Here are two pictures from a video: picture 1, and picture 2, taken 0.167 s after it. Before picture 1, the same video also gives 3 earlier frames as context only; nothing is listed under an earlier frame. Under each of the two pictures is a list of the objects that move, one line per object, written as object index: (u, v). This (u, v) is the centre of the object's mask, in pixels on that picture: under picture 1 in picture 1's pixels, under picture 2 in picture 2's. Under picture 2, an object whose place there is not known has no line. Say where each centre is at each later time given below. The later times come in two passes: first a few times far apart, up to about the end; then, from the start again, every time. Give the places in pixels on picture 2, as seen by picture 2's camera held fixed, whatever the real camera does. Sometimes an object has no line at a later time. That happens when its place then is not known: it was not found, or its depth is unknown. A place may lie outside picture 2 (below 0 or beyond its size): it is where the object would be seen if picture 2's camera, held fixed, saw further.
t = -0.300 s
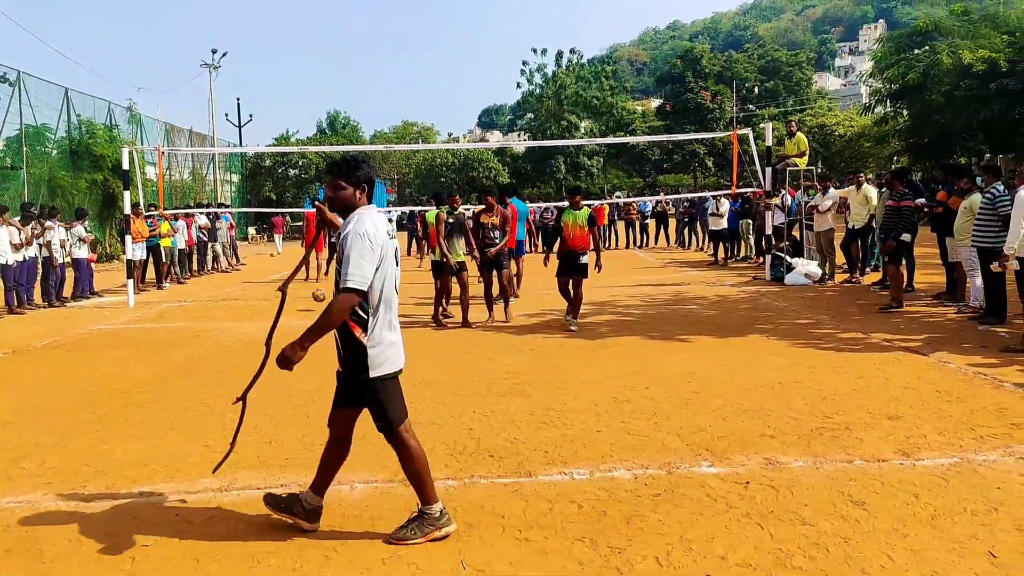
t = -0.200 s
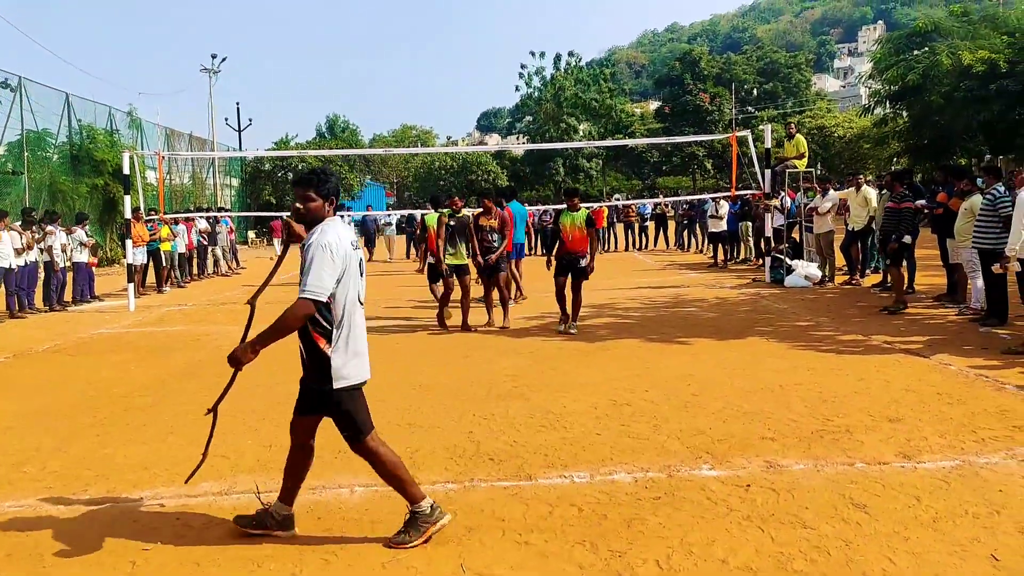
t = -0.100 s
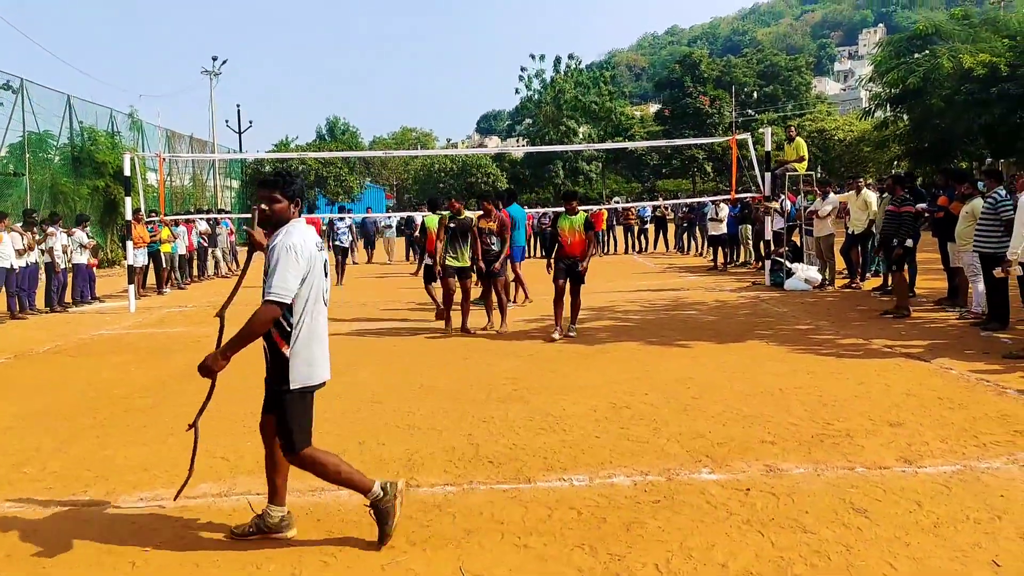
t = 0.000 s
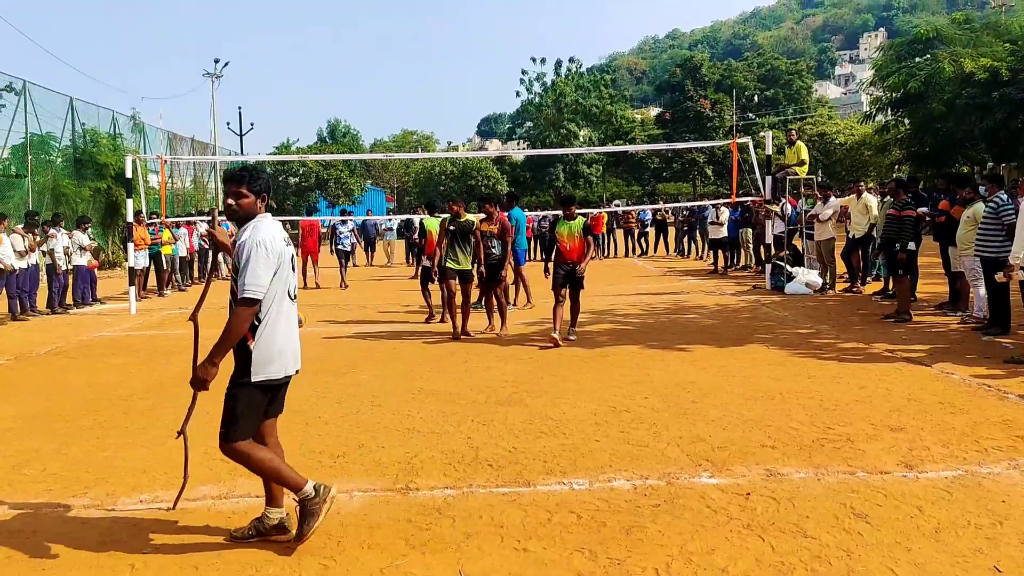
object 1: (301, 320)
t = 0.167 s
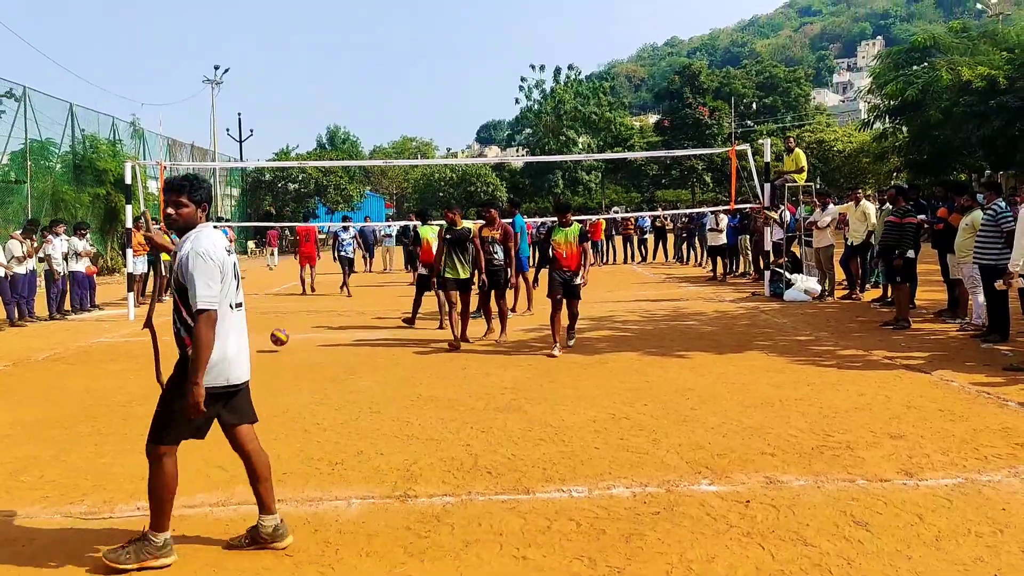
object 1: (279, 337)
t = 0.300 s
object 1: (264, 343)
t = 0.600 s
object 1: (216, 378)
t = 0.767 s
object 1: (186, 382)
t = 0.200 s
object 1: (276, 343)
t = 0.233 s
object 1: (272, 347)
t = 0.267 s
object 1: (268, 344)
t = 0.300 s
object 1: (264, 343)
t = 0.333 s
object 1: (260, 343)
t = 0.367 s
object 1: (255, 345)
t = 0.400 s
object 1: (250, 347)
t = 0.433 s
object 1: (244, 350)
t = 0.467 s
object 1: (240, 355)
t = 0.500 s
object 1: (234, 361)
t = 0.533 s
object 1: (228, 368)
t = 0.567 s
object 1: (223, 377)
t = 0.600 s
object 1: (216, 378)
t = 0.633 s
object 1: (210, 376)
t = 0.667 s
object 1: (204, 375)
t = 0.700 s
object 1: (199, 375)
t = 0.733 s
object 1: (193, 379)
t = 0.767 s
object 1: (186, 382)
